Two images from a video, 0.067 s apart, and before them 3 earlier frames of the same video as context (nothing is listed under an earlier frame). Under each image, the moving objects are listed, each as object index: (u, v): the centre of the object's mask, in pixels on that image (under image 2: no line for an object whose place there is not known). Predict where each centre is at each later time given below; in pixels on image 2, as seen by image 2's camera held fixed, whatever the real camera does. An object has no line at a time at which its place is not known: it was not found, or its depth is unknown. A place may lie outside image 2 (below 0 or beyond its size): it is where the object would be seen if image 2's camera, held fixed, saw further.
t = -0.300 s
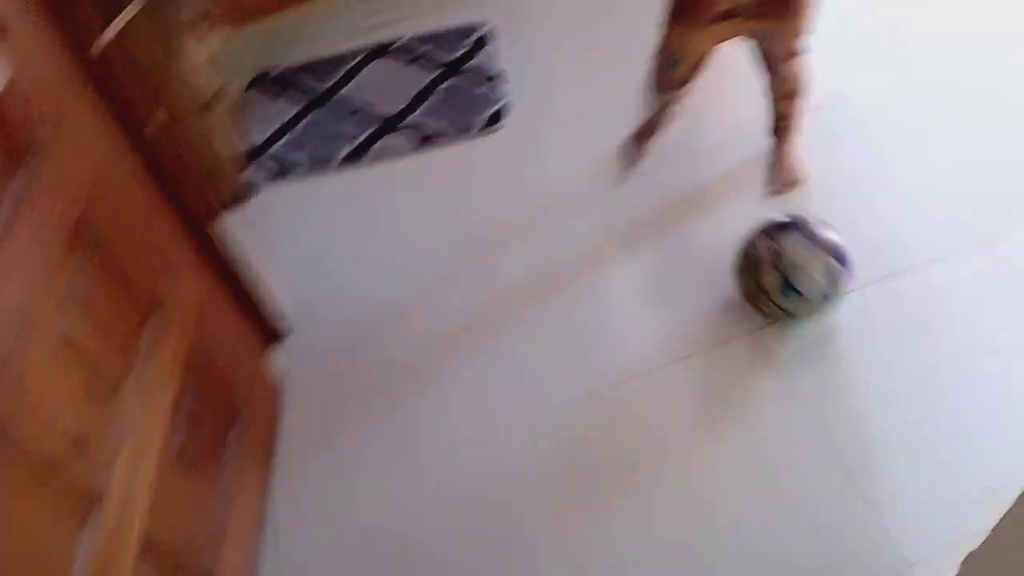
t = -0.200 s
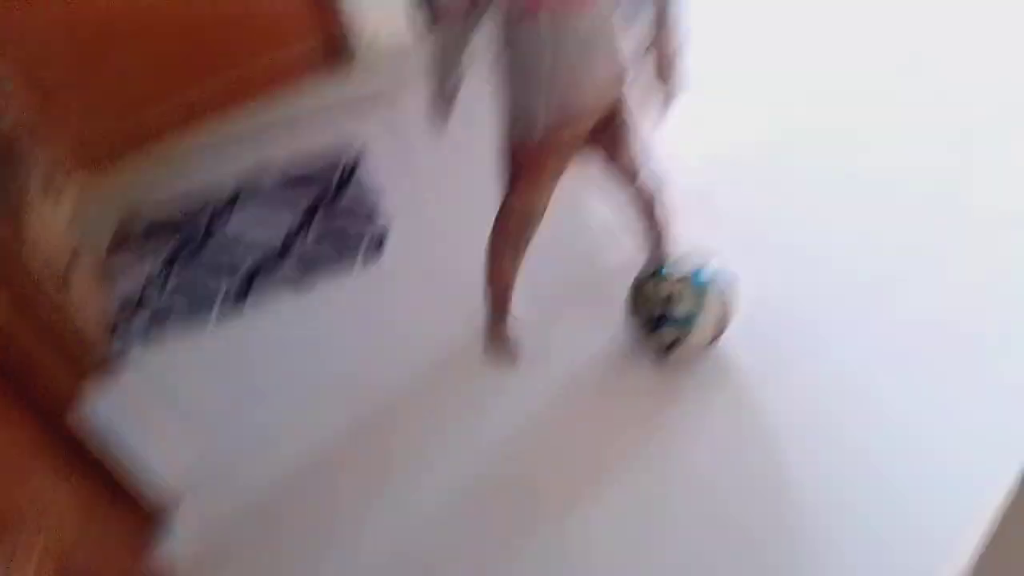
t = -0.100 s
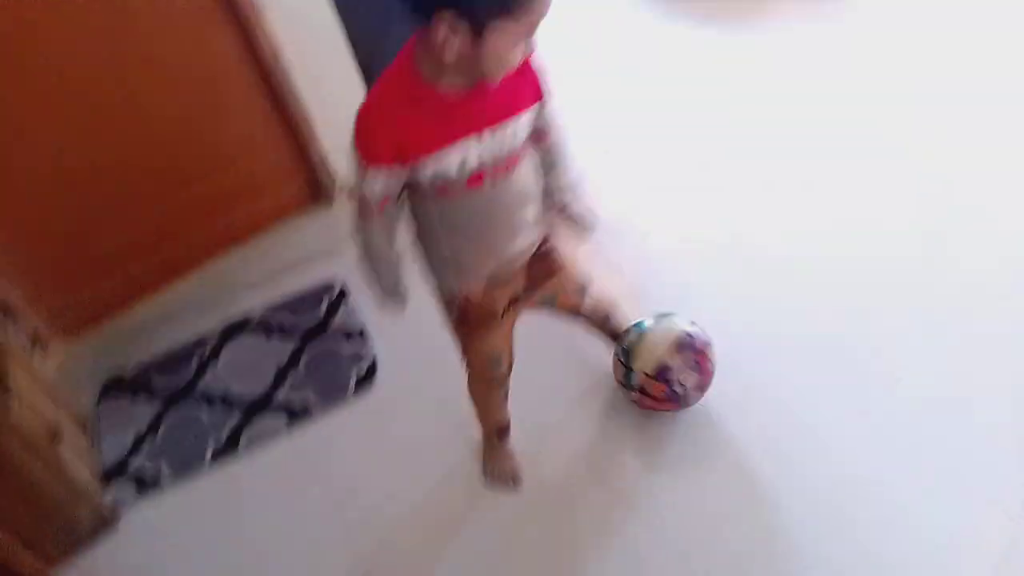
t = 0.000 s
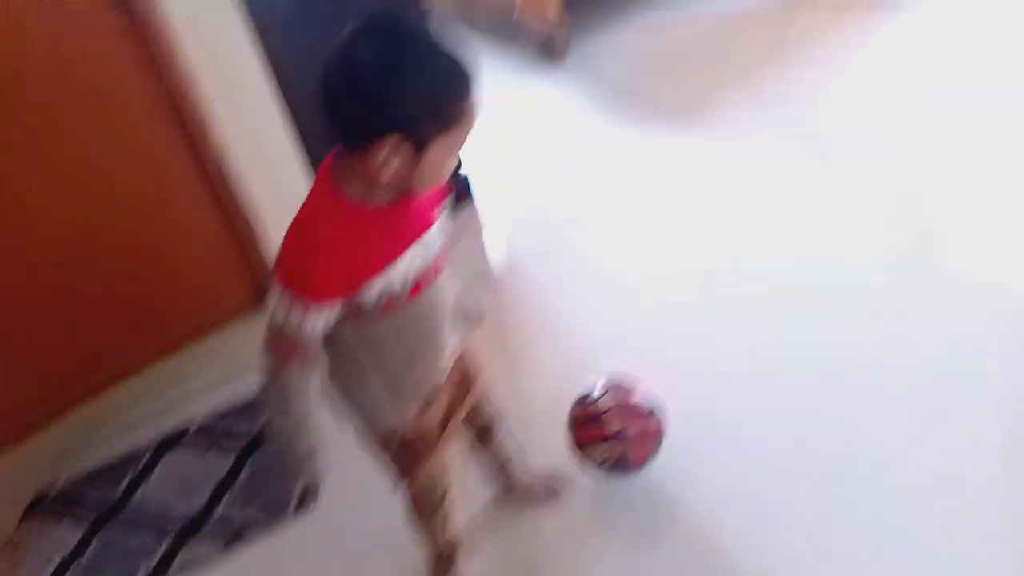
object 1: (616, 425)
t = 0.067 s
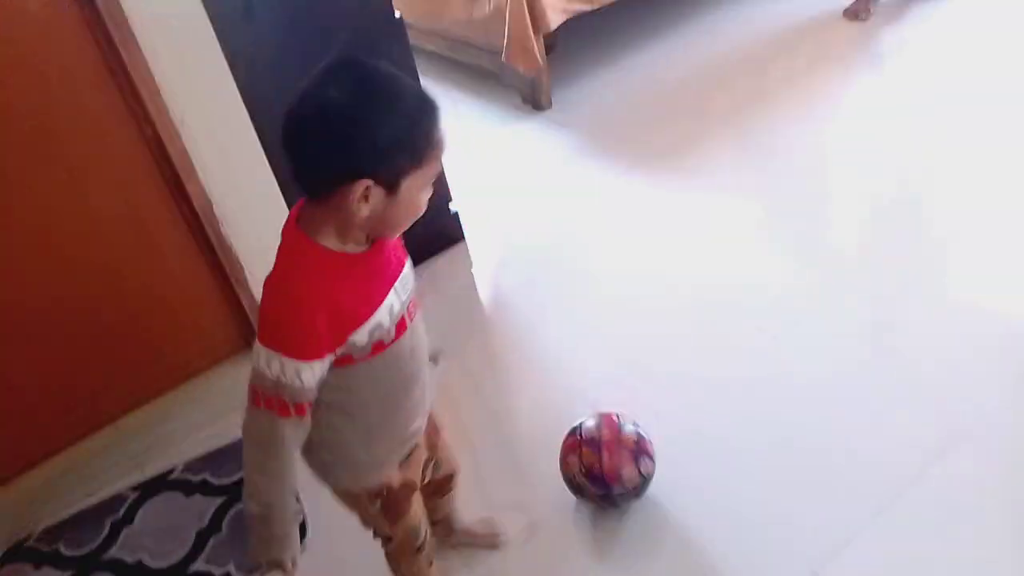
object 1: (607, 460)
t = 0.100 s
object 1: (603, 447)
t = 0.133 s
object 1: (599, 435)
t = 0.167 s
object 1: (597, 427)
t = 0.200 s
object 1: (595, 418)
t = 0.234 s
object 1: (594, 410)
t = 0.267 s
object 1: (593, 402)
